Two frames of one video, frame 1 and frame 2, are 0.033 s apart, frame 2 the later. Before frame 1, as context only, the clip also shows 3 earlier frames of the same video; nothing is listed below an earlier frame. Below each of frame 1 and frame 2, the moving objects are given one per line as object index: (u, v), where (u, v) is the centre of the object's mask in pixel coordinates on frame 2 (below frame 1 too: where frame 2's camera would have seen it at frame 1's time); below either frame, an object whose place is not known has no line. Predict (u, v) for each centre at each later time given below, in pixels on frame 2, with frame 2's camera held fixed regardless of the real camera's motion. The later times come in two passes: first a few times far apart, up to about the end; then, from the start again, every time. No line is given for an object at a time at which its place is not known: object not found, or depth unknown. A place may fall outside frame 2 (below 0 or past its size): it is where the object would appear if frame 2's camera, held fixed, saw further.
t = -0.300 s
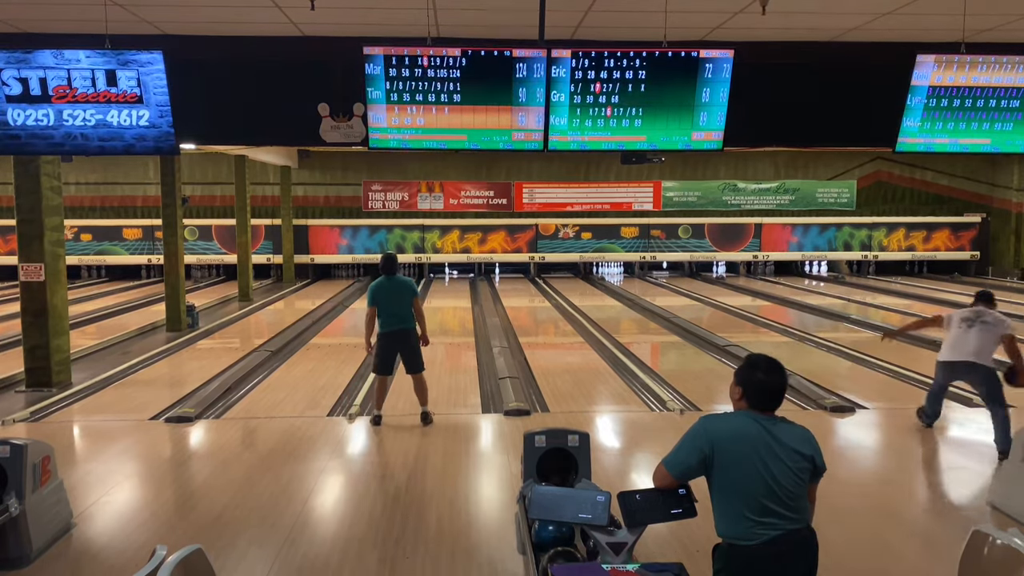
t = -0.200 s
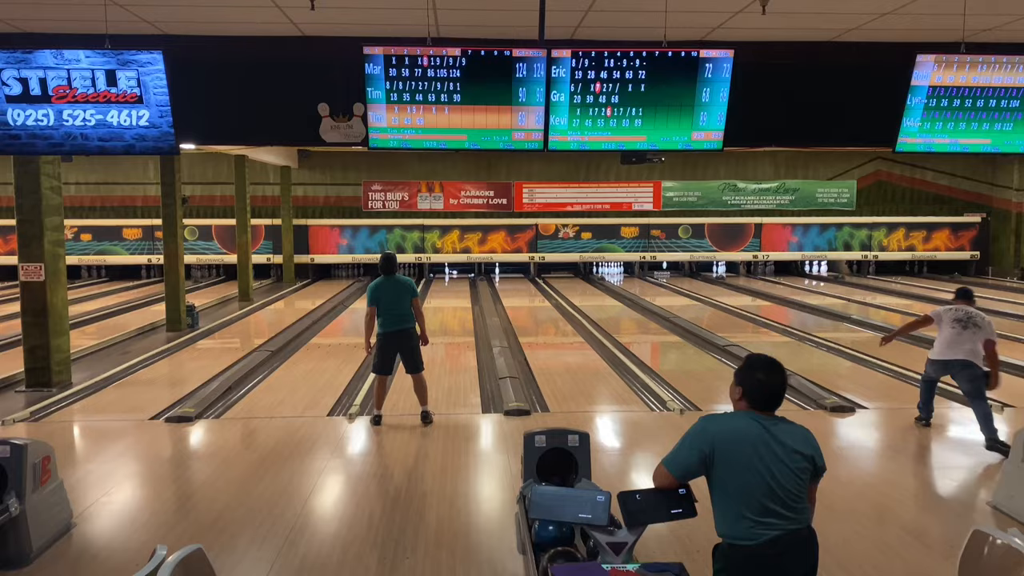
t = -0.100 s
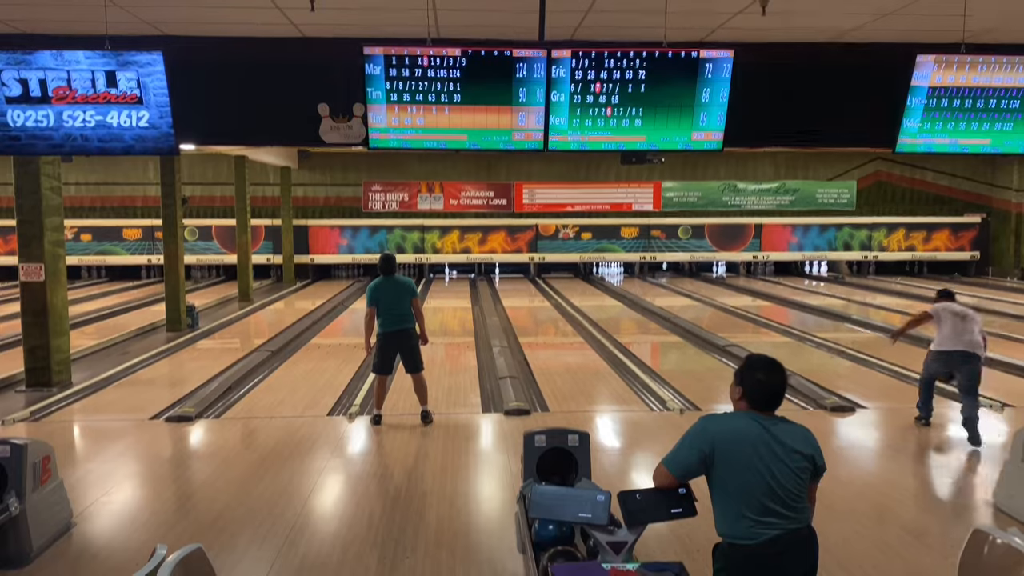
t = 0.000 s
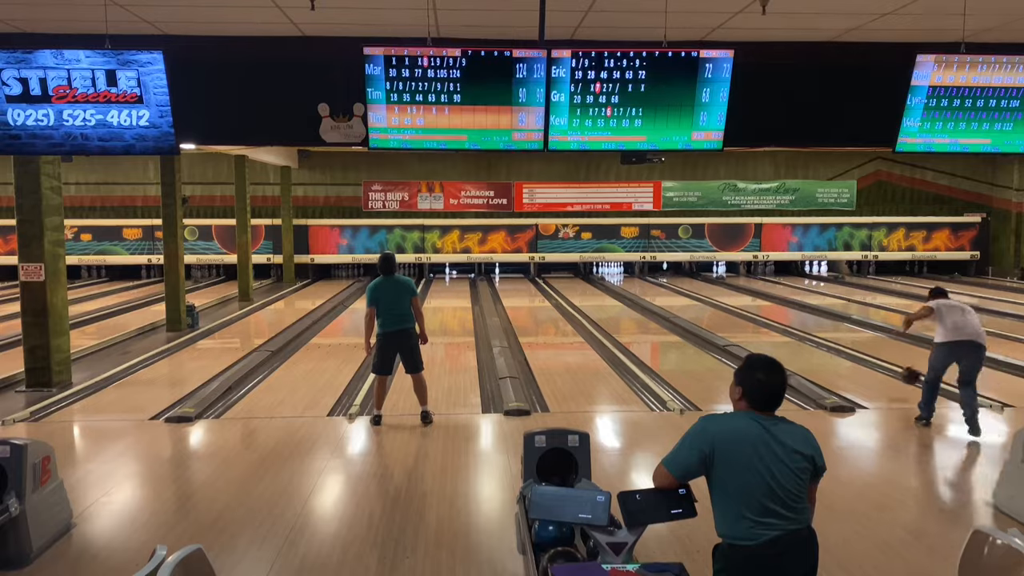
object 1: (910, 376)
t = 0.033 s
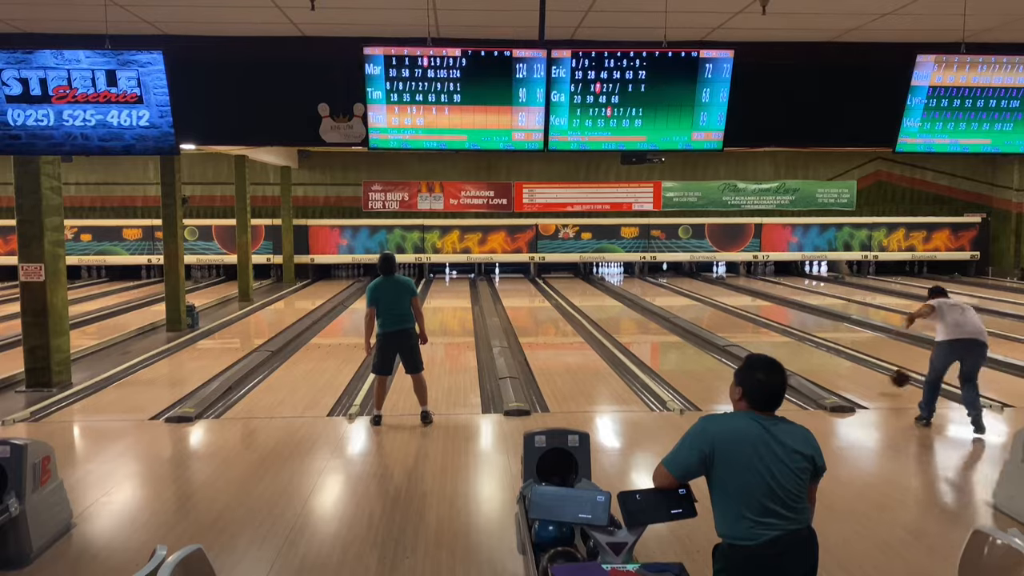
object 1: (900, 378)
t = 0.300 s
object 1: (831, 358)
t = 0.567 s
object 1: (782, 338)
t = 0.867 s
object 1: (740, 321)
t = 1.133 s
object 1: (710, 309)
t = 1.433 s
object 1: (684, 299)
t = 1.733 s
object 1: (663, 291)
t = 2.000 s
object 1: (647, 284)
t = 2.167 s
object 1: (639, 281)
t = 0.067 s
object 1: (889, 381)
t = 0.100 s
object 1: (880, 377)
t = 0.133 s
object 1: (871, 373)
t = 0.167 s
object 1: (862, 370)
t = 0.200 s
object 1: (853, 367)
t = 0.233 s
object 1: (846, 364)
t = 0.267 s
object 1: (838, 361)
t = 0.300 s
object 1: (831, 358)
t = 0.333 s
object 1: (824, 355)
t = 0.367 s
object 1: (817, 353)
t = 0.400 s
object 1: (811, 349)
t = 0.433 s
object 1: (805, 347)
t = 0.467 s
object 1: (798, 345)
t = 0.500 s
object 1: (792, 342)
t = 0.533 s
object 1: (787, 340)
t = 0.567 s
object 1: (782, 338)
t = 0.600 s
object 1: (776, 336)
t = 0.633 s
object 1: (771, 334)
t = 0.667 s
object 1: (766, 331)
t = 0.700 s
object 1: (761, 330)
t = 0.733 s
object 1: (757, 328)
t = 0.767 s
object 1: (753, 326)
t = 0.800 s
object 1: (748, 325)
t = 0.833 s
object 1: (744, 323)
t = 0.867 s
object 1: (740, 321)
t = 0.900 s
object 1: (736, 320)
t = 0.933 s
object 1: (732, 318)
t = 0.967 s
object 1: (728, 316)
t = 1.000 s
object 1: (725, 315)
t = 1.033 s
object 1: (721, 314)
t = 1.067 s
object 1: (718, 312)
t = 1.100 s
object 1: (714, 311)
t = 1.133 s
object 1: (710, 309)
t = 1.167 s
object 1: (707, 308)
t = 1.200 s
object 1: (704, 307)
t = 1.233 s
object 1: (701, 306)
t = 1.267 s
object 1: (698, 304)
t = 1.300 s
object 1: (695, 303)
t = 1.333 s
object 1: (692, 302)
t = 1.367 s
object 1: (690, 301)
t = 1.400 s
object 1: (687, 300)
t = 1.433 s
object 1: (684, 299)
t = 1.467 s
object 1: (682, 298)
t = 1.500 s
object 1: (679, 297)
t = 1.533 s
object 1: (677, 296)
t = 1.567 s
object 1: (674, 295)
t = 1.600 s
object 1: (672, 294)
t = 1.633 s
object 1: (669, 293)
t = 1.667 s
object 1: (667, 292)
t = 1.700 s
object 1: (665, 292)
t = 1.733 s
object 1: (663, 291)
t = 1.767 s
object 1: (661, 290)
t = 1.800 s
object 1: (659, 289)
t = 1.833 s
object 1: (656, 288)
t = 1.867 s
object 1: (655, 287)
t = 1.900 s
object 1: (653, 286)
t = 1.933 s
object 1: (651, 285)
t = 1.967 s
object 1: (649, 285)
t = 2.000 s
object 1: (647, 284)
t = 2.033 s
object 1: (645, 284)
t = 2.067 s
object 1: (644, 282)
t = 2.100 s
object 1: (642, 282)
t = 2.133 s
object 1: (640, 282)
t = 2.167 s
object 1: (639, 281)
